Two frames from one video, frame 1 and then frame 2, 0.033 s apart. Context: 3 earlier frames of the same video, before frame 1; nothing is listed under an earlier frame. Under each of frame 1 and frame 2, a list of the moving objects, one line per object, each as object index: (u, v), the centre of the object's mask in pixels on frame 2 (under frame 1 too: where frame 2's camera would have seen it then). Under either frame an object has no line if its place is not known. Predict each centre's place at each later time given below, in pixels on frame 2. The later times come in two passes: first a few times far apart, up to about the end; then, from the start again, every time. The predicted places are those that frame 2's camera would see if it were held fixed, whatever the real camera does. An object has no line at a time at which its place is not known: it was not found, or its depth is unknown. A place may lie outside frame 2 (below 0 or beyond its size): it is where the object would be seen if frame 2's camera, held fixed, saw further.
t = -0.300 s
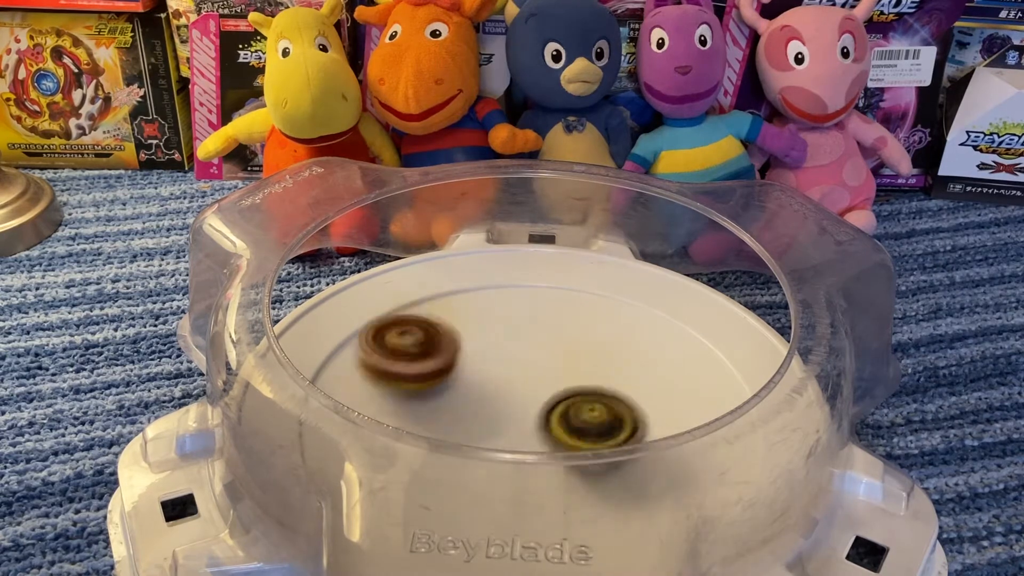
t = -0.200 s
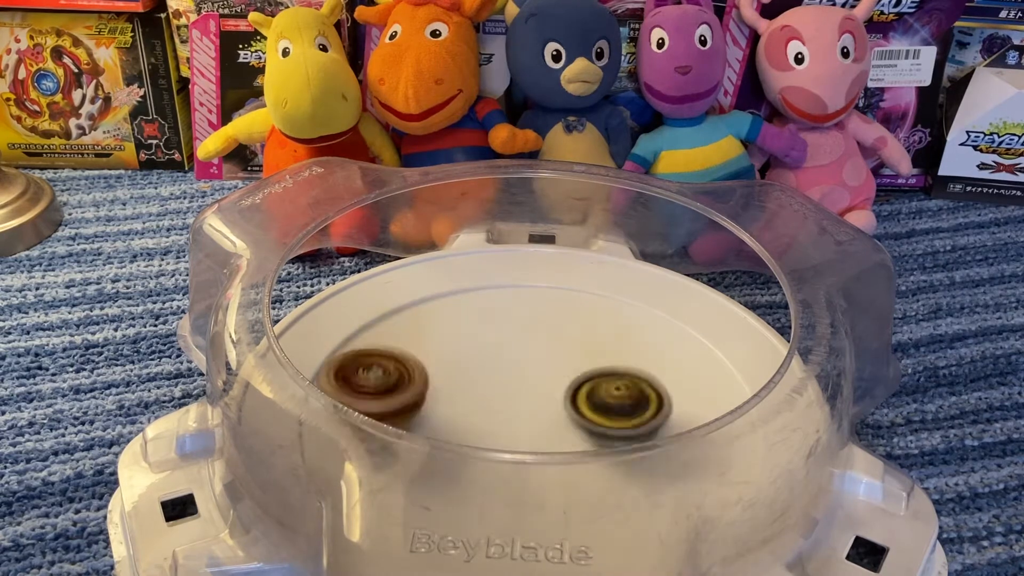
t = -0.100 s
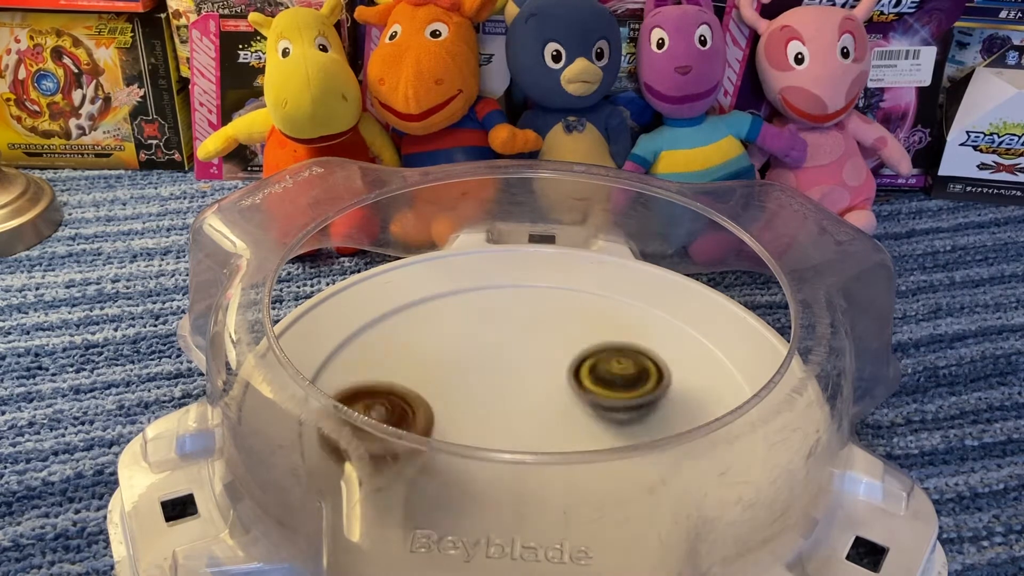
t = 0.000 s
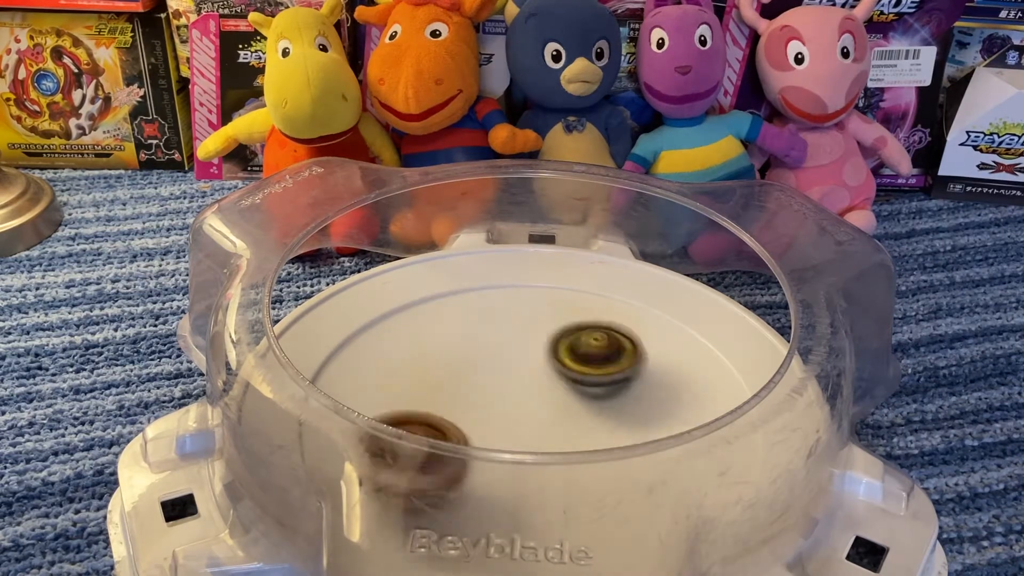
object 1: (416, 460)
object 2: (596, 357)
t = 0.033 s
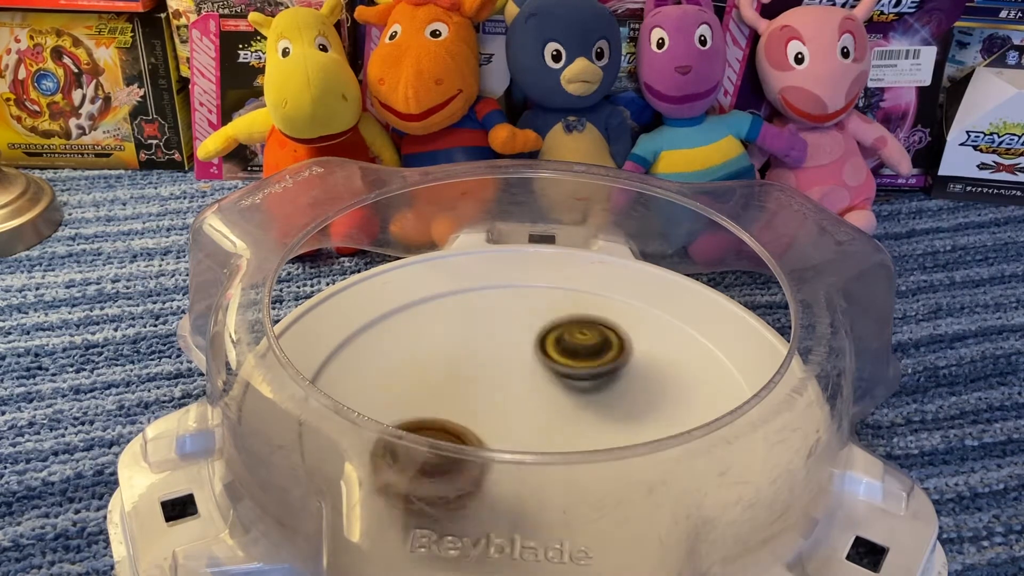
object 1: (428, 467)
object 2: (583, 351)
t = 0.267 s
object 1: (572, 428)
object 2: (479, 355)
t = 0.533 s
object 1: (575, 329)
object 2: (450, 414)
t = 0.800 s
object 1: (434, 317)
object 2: (545, 441)
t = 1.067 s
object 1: (441, 407)
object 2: (587, 378)
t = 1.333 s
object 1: (614, 414)
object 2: (495, 338)
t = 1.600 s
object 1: (622, 338)
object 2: (429, 383)
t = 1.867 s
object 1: (484, 340)
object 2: (515, 425)
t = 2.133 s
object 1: (458, 420)
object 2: (604, 383)
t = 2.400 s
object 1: (563, 452)
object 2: (544, 333)
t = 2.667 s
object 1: (591, 392)
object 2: (458, 370)
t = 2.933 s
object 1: (500, 342)
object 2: (509, 425)
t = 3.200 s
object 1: (437, 370)
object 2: (598, 411)
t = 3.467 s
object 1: (468, 398)
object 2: (571, 357)
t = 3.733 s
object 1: (502, 423)
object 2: (481, 346)
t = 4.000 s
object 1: (541, 425)
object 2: (451, 389)
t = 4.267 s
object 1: (607, 422)
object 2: (476, 403)
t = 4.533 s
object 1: (620, 416)
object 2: (485, 362)
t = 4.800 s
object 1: (589, 405)
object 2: (443, 345)
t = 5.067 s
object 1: (554, 392)
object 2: (455, 361)
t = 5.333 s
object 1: (585, 398)
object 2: (484, 368)
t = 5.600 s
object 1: (632, 411)
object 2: (498, 349)
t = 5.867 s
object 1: (642, 421)
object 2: (495, 353)
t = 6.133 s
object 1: (564, 433)
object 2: (532, 355)
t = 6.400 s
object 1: (477, 484)
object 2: (530, 349)
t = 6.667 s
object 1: (423, 437)
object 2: (543, 379)
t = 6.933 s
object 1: (431, 378)
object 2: (580, 402)
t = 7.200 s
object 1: (481, 324)
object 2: (578, 398)
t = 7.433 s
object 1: (531, 321)
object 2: (532, 398)
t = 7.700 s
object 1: (595, 358)
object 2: (473, 404)
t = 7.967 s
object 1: (622, 405)
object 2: (468, 412)
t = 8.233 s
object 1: (606, 427)
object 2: (483, 387)
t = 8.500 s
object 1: (549, 429)
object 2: (475, 357)
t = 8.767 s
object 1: (456, 413)
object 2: (497, 322)
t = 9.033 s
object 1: (428, 387)
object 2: (522, 298)
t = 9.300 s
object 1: (469, 363)
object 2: (567, 329)
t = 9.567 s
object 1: (486, 378)
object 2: (625, 363)
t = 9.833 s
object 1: (476, 392)
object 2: (666, 402)
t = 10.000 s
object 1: (455, 395)
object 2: (625, 420)
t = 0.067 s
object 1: (447, 473)
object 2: (569, 348)
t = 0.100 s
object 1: (470, 474)
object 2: (554, 345)
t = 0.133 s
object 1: (495, 476)
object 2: (538, 344)
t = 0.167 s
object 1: (517, 472)
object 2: (522, 344)
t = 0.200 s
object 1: (535, 466)
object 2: (506, 347)
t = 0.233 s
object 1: (558, 452)
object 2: (492, 350)
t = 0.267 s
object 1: (572, 428)
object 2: (479, 355)
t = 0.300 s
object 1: (588, 422)
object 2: (467, 361)
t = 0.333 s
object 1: (600, 413)
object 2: (458, 369)
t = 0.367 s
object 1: (608, 403)
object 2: (450, 377)
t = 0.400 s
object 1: (610, 387)
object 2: (445, 385)
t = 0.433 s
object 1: (608, 371)
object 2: (442, 395)
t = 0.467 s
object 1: (601, 355)
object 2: (442, 402)
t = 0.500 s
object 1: (590, 342)
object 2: (444, 408)
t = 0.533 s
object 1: (575, 329)
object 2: (450, 414)
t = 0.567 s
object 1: (558, 319)
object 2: (458, 418)
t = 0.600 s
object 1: (539, 311)
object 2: (468, 433)
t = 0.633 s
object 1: (519, 306)
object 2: (476, 440)
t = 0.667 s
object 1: (500, 304)
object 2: (491, 445)
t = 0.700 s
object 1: (481, 303)
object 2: (504, 446)
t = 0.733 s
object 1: (464, 306)
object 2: (517, 446)
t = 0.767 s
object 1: (448, 310)
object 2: (531, 445)
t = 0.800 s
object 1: (434, 317)
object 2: (545, 441)
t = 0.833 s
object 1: (422, 327)
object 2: (556, 436)
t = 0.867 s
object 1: (413, 337)
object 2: (567, 424)
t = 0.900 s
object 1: (408, 349)
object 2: (576, 420)
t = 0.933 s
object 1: (407, 362)
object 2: (583, 414)
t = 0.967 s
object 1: (410, 375)
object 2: (588, 408)
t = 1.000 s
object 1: (416, 389)
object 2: (590, 399)
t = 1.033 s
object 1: (427, 398)
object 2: (590, 389)
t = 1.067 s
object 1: (441, 407)
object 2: (587, 378)
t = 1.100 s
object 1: (462, 414)
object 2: (581, 369)
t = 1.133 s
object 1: (483, 421)
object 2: (572, 360)
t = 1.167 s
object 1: (507, 424)
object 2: (562, 353)
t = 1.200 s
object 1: (530, 427)
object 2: (550, 348)
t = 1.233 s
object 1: (554, 426)
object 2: (537, 343)
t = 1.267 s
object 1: (576, 424)
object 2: (523, 340)
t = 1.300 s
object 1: (597, 420)
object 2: (509, 338)
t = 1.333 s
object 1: (614, 414)
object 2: (495, 338)
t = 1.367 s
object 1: (628, 408)
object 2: (481, 339)
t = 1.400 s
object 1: (640, 399)
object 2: (469, 342)
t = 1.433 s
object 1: (647, 389)
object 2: (457, 347)
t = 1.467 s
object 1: (649, 378)
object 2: (447, 352)
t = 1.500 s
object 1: (648, 367)
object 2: (439, 359)
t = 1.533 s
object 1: (643, 356)
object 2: (433, 366)
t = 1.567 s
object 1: (634, 346)
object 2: (430, 374)
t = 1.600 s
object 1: (622, 338)
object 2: (429, 383)
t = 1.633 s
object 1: (608, 332)
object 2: (430, 392)
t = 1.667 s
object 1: (591, 327)
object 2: (435, 399)
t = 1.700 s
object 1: (574, 324)
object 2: (443, 405)
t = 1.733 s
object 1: (556, 323)
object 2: (454, 411)
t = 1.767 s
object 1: (537, 324)
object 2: (467, 416)
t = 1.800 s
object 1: (519, 328)
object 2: (483, 420)
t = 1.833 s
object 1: (501, 334)
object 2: (498, 423)
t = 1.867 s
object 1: (484, 340)
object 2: (515, 425)
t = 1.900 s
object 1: (468, 349)
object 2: (533, 423)
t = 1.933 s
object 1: (455, 360)
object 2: (549, 421)
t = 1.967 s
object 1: (445, 372)
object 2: (562, 418)
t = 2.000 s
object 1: (439, 385)
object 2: (574, 415)
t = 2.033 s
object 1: (437, 397)
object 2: (585, 409)
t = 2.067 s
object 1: (440, 406)
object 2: (595, 403)
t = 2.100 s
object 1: (449, 414)
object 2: (600, 394)
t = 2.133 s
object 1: (458, 420)
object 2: (604, 383)
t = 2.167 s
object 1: (464, 438)
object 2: (605, 374)
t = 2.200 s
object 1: (479, 448)
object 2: (601, 365)
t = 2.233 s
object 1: (493, 451)
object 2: (596, 357)
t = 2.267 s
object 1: (506, 464)
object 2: (588, 349)
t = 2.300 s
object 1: (523, 465)
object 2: (579, 343)
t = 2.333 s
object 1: (536, 465)
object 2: (569, 339)
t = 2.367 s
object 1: (550, 453)
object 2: (556, 335)
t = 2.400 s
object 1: (563, 452)
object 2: (544, 333)
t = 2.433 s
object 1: (570, 431)
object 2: (531, 332)
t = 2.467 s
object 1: (578, 428)
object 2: (518, 333)
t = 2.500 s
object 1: (584, 424)
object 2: (505, 335)
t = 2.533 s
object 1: (590, 420)
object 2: (492, 339)
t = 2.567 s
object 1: (593, 415)
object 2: (481, 345)
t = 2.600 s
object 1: (595, 409)
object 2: (471, 352)
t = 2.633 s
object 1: (594, 401)
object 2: (463, 361)
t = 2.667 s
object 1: (591, 392)
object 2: (458, 370)
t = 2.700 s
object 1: (587, 383)
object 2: (456, 380)
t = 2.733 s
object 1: (579, 374)
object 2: (456, 390)
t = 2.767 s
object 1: (569, 365)
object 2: (459, 400)
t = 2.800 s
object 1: (558, 358)
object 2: (464, 406)
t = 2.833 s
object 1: (544, 352)
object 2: (473, 412)
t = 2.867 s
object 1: (530, 347)
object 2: (483, 417)
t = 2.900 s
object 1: (515, 344)
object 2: (494, 422)
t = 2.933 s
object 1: (500, 342)
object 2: (509, 425)
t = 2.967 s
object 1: (485, 342)
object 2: (522, 426)
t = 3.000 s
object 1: (472, 344)
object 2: (535, 426)
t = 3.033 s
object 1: (460, 346)
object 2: (550, 426)
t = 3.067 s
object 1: (451, 350)
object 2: (562, 424)
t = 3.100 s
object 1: (444, 355)
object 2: (573, 422)
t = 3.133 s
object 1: (440, 360)
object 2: (583, 419)
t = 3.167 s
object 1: (437, 365)
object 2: (591, 416)
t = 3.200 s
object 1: (437, 370)
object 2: (598, 411)
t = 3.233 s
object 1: (439, 375)
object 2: (603, 406)
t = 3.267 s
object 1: (441, 379)
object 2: (606, 400)
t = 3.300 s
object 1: (444, 383)
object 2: (605, 392)
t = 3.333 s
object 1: (448, 386)
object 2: (604, 384)
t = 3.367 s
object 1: (452, 390)
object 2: (599, 376)
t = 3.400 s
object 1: (457, 393)
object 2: (592, 368)
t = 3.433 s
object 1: (462, 395)
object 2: (582, 362)
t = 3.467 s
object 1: (468, 398)
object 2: (571, 357)
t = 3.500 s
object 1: (473, 400)
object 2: (557, 353)
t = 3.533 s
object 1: (478, 402)
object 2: (545, 349)
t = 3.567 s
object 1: (481, 404)
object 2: (533, 346)
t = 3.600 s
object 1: (481, 410)
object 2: (523, 342)
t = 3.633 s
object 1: (484, 414)
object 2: (514, 341)
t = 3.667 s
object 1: (490, 418)
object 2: (502, 341)
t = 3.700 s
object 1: (496, 421)
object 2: (492, 343)
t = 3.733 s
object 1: (502, 423)
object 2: (481, 346)
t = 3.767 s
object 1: (509, 424)
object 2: (472, 350)
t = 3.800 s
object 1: (514, 425)
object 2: (465, 356)
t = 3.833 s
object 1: (518, 425)
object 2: (459, 361)
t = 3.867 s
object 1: (521, 425)
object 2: (455, 368)
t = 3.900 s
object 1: (524, 424)
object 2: (453, 374)
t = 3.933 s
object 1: (527, 424)
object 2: (452, 381)
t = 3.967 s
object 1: (534, 425)
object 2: (450, 385)
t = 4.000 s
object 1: (541, 425)
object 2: (451, 389)
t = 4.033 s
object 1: (544, 425)
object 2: (453, 395)
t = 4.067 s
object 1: (552, 425)
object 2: (453, 397)
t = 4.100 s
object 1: (564, 427)
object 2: (451, 397)
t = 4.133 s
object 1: (577, 427)
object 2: (454, 398)
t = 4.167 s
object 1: (588, 426)
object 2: (458, 401)
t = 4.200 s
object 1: (597, 425)
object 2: (464, 402)
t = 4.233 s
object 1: (603, 424)
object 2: (469, 403)
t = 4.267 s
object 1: (607, 422)
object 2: (476, 403)
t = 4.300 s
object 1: (608, 421)
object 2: (484, 403)
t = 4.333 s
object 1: (608, 419)
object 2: (491, 403)
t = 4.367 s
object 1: (607, 418)
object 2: (499, 401)
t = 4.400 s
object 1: (605, 417)
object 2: (506, 397)
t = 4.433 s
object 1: (613, 417)
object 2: (502, 387)
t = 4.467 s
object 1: (620, 417)
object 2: (495, 376)
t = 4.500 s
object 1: (621, 416)
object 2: (490, 368)
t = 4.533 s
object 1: (620, 416)
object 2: (485, 362)
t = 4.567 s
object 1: (619, 415)
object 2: (479, 357)
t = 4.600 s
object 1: (616, 414)
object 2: (472, 353)
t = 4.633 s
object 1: (613, 413)
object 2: (465, 349)
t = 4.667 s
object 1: (610, 412)
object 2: (459, 346)
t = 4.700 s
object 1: (605, 411)
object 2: (454, 344)
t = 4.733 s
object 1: (601, 409)
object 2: (450, 343)
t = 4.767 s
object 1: (595, 407)
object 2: (446, 344)
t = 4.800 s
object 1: (589, 405)
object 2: (443, 345)
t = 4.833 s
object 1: (581, 401)
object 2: (442, 346)
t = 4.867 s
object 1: (574, 398)
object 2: (442, 349)
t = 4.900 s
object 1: (565, 395)
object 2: (444, 352)
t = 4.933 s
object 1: (555, 392)
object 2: (448, 355)
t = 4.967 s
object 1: (547, 389)
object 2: (451, 358)
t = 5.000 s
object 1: (550, 389)
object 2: (449, 358)
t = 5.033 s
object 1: (553, 391)
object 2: (452, 359)
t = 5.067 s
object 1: (554, 392)
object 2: (455, 361)
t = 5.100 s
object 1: (558, 392)
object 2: (458, 362)
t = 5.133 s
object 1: (560, 393)
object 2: (460, 363)
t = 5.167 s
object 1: (566, 395)
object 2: (462, 363)
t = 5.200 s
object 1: (572, 396)
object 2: (465, 365)
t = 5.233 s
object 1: (576, 397)
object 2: (469, 366)
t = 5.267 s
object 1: (579, 397)
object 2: (474, 367)
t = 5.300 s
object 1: (580, 397)
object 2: (480, 368)
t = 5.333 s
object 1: (585, 398)
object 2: (484, 368)
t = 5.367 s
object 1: (592, 399)
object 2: (487, 367)
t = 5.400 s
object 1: (596, 400)
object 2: (492, 367)
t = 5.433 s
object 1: (598, 401)
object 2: (497, 367)
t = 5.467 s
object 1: (598, 401)
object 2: (502, 367)
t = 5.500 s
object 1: (597, 401)
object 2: (507, 366)
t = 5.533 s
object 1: (610, 405)
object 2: (503, 358)
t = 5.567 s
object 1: (622, 408)
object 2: (500, 351)
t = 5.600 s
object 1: (632, 411)
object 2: (498, 349)
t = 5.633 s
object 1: (639, 413)
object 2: (496, 346)
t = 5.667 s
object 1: (645, 414)
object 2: (494, 344)
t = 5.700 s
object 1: (649, 416)
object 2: (493, 344)
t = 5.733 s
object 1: (651, 417)
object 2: (492, 345)
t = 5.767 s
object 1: (650, 419)
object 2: (491, 346)
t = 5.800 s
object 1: (648, 419)
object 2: (492, 348)
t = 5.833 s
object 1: (645, 420)
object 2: (493, 350)
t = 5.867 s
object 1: (642, 421)
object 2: (495, 353)
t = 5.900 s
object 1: (637, 421)
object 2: (498, 357)
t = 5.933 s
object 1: (629, 422)
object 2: (502, 361)
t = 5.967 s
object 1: (620, 422)
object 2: (508, 364)
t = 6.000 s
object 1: (609, 423)
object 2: (514, 367)
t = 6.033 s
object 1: (597, 424)
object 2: (520, 370)
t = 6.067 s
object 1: (581, 423)
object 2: (527, 368)
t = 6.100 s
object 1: (571, 429)
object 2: (530, 363)
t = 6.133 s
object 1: (564, 433)
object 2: (532, 355)
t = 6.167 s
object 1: (554, 453)
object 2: (533, 351)
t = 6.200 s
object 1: (542, 466)
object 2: (533, 348)
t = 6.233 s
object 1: (535, 469)
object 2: (533, 347)
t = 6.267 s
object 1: (523, 474)
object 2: (532, 346)
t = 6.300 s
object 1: (512, 477)
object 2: (532, 346)
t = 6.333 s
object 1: (500, 478)
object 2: (531, 346)
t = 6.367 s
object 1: (488, 486)
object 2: (530, 347)
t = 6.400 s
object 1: (477, 484)
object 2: (530, 349)
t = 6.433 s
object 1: (466, 483)
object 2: (530, 351)
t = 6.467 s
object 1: (460, 475)
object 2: (530, 354)
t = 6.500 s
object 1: (451, 470)
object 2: (530, 357)
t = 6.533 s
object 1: (444, 467)
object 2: (531, 362)
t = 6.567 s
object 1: (437, 461)
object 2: (533, 366)
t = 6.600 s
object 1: (433, 455)
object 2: (536, 370)
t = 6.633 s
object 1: (426, 450)
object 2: (539, 375)
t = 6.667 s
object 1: (423, 437)
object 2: (543, 379)
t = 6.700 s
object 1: (426, 417)
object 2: (547, 384)
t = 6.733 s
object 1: (423, 412)
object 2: (551, 388)
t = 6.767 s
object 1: (421, 408)
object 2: (556, 392)
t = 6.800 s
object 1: (420, 403)
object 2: (561, 395)
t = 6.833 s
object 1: (421, 398)
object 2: (567, 397)
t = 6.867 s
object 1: (423, 393)
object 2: (571, 399)
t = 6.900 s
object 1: (426, 386)
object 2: (576, 401)
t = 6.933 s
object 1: (431, 378)
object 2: (580, 402)
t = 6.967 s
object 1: (436, 369)
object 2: (583, 402)
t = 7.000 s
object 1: (441, 362)
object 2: (586, 402)
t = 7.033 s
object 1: (448, 355)
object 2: (587, 402)
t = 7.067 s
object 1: (454, 348)
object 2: (587, 402)
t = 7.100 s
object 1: (460, 341)
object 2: (586, 401)
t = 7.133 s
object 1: (468, 335)
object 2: (584, 400)
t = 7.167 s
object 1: (474, 330)
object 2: (582, 399)
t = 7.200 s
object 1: (481, 324)
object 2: (578, 398)
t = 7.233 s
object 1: (488, 322)
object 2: (573, 398)
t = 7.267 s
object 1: (495, 318)
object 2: (567, 397)
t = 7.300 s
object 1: (503, 317)
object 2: (561, 397)
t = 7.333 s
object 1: (509, 316)
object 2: (555, 398)
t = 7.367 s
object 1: (516, 317)
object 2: (547, 398)
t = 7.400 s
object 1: (524, 318)
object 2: (540, 398)
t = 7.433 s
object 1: (531, 321)
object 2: (532, 398)
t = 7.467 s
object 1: (540, 323)
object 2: (524, 398)
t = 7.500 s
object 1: (549, 327)
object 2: (516, 399)
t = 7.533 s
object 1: (556, 331)
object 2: (508, 399)
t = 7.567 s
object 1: (565, 336)
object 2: (501, 399)
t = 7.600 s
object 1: (573, 341)
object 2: (493, 400)
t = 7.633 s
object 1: (580, 347)
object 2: (485, 401)
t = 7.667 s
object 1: (589, 352)
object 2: (479, 403)
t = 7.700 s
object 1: (595, 358)
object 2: (473, 404)
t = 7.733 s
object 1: (601, 365)
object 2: (468, 405)
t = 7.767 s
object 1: (608, 371)
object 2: (464, 406)
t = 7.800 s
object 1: (613, 376)
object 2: (461, 407)
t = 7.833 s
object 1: (616, 383)
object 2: (459, 408)
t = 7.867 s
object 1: (620, 388)
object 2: (459, 409)
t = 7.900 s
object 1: (622, 394)
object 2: (461, 411)
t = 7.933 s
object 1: (623, 400)
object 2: (464, 412)
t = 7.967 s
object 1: (622, 405)
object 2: (468, 412)
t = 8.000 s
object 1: (620, 409)
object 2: (474, 412)
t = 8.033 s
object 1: (617, 413)
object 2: (478, 412)
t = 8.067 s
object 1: (612, 416)
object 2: (484, 410)
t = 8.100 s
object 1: (606, 419)
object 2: (489, 408)
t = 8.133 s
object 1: (601, 421)
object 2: (493, 406)
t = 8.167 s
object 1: (605, 423)
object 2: (487, 399)
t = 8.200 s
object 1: (607, 425)
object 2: (484, 392)
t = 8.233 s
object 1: (606, 427)
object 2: (483, 387)
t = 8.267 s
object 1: (603, 428)
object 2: (481, 382)
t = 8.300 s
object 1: (599, 429)
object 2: (480, 377)
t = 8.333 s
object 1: (594, 430)
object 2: (479, 372)
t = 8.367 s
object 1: (588, 430)
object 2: (477, 368)
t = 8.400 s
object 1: (581, 430)
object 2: (476, 365)
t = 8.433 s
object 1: (571, 430)
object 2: (476, 362)
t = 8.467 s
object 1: (560, 430)
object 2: (475, 359)
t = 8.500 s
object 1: (549, 429)
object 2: (475, 357)
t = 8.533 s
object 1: (536, 428)
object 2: (475, 355)
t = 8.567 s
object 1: (525, 426)
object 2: (475, 354)
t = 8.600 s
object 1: (513, 424)
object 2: (477, 353)
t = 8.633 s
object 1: (500, 420)
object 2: (479, 351)
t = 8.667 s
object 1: (488, 419)
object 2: (484, 348)
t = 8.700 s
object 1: (476, 418)
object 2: (490, 337)
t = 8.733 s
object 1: (465, 415)
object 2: (494, 328)
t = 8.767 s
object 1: (456, 413)
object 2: (497, 322)
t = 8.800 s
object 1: (447, 409)
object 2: (500, 317)
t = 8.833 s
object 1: (440, 406)
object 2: (501, 312)
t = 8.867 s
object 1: (435, 404)
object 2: (504, 309)
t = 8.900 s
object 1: (430, 400)
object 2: (508, 305)
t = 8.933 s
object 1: (427, 397)
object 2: (511, 302)
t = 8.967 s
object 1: (425, 394)
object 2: (515, 298)
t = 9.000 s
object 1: (427, 391)
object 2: (518, 298)
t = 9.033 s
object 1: (428, 387)
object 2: (522, 298)
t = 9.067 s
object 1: (431, 383)
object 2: (525, 299)
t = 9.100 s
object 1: (435, 380)
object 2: (529, 301)
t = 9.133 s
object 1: (440, 376)
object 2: (532, 303)
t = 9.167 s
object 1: (447, 372)
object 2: (537, 306)
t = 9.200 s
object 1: (454, 369)
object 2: (541, 310)
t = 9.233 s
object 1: (464, 366)
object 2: (545, 317)
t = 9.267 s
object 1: (472, 363)
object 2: (550, 324)
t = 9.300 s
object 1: (469, 363)
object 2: (567, 329)
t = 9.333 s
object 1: (465, 363)
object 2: (585, 331)
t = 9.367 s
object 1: (466, 363)
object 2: (599, 335)
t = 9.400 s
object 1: (467, 364)
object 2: (606, 339)
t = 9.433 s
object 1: (468, 366)
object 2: (612, 344)
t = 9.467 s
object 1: (470, 368)
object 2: (616, 348)
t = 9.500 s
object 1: (475, 371)
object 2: (620, 353)
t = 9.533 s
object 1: (480, 373)
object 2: (623, 357)
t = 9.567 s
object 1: (486, 378)
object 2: (625, 363)
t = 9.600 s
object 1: (494, 381)
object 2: (625, 368)
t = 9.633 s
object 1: (502, 385)
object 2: (625, 375)
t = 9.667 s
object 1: (512, 388)
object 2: (624, 381)
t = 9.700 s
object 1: (519, 391)
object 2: (624, 386)
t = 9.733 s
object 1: (502, 389)
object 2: (643, 393)
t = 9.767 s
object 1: (489, 389)
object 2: (659, 397)
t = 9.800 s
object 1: (482, 390)
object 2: (665, 399)
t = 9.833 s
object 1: (476, 392)
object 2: (666, 402)
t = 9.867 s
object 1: (468, 392)
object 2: (661, 406)
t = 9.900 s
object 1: (463, 393)
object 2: (653, 410)
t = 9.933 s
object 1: (459, 394)
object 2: (645, 414)
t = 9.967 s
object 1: (456, 393)
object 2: (635, 417)
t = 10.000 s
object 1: (455, 395)
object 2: (625, 420)
